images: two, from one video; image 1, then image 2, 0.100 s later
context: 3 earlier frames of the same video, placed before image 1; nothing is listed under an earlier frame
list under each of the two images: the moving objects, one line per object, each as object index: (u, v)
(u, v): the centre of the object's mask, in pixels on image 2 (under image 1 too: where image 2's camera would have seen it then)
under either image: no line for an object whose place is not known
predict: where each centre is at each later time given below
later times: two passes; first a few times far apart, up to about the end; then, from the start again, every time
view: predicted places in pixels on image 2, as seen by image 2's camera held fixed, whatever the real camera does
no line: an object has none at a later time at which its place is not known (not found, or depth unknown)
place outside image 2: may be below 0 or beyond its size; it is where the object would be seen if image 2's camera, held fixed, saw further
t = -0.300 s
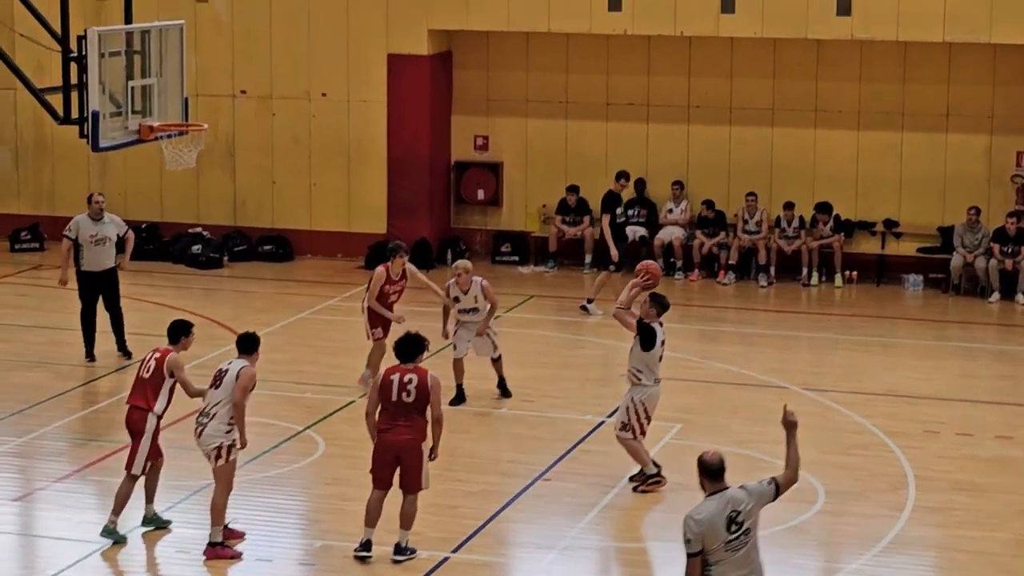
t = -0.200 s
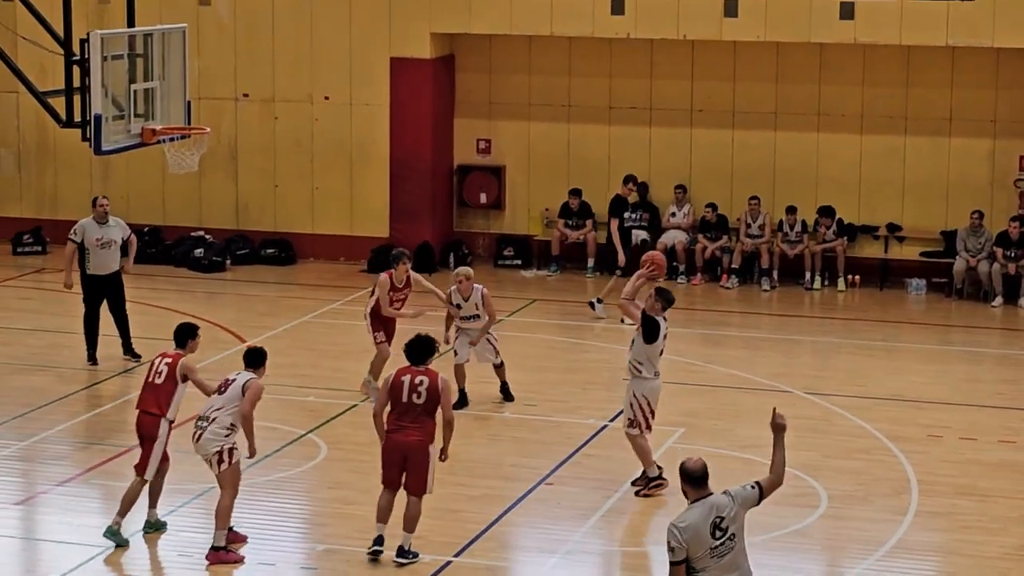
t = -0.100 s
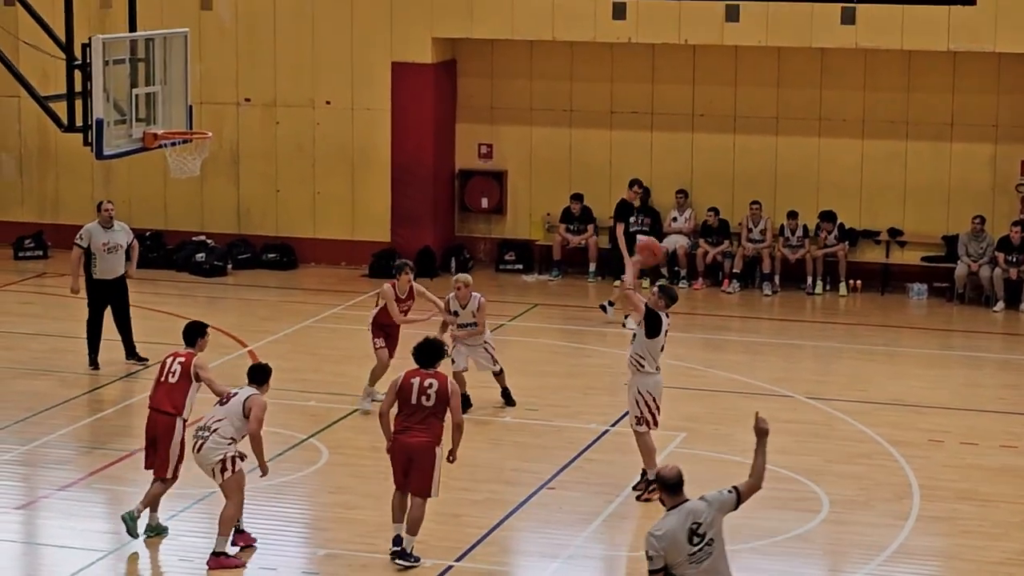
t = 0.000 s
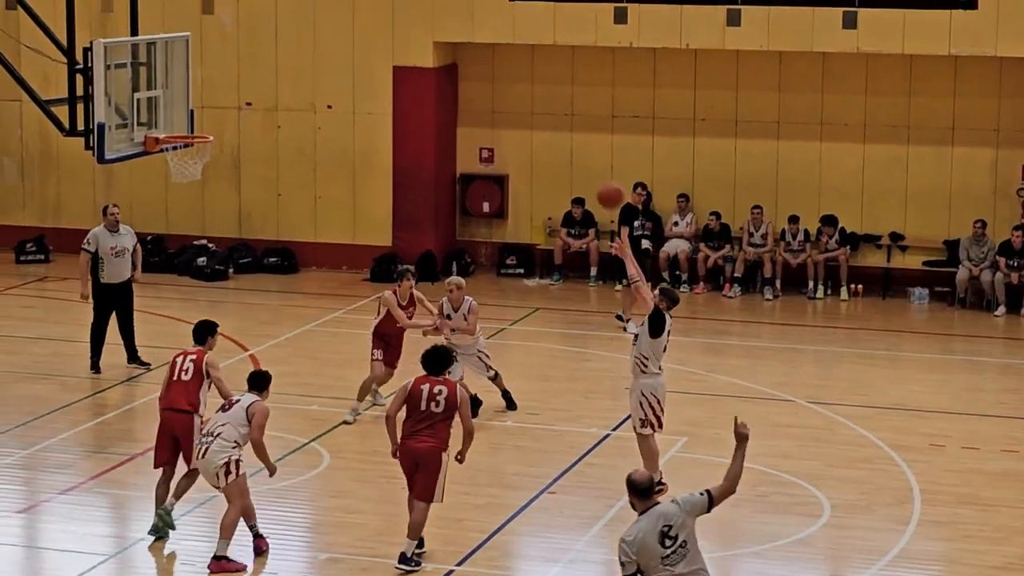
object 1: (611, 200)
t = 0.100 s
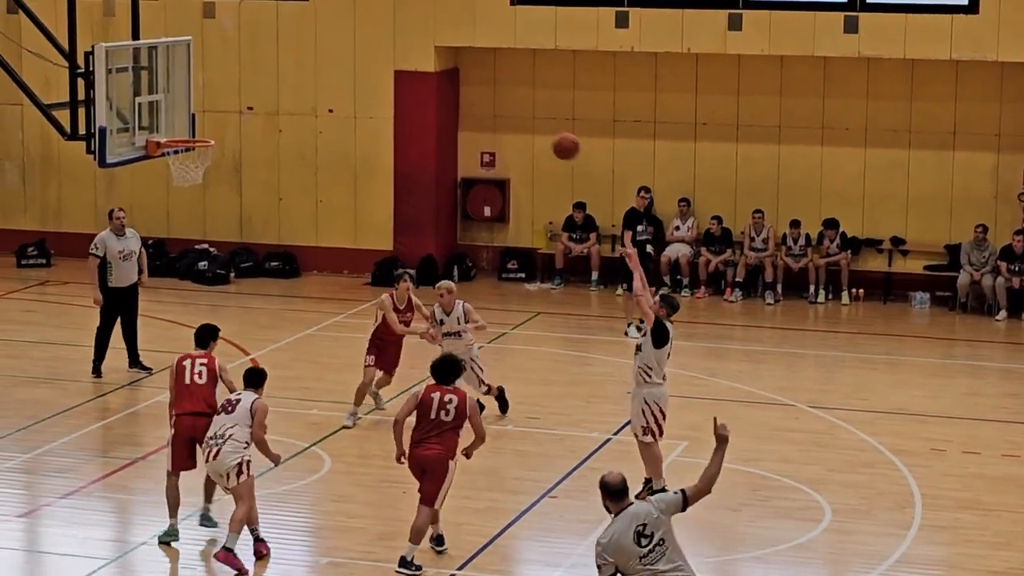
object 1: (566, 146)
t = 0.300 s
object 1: (475, 72)
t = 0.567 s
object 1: (359, 45)
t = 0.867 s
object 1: (237, 103)
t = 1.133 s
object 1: (171, 121)
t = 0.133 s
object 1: (550, 130)
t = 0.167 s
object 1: (535, 116)
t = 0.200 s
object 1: (520, 103)
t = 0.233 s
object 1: (505, 92)
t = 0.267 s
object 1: (491, 81)
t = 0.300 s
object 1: (475, 72)
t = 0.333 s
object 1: (460, 64)
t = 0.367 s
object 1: (446, 59)
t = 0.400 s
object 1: (431, 53)
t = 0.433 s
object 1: (416, 50)
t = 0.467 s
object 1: (402, 47)
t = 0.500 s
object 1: (388, 45)
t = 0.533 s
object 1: (373, 45)
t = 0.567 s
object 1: (359, 45)
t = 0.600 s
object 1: (345, 47)
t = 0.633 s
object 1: (331, 50)
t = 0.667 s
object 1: (317, 55)
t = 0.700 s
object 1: (304, 59)
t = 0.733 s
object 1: (290, 66)
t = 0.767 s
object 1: (276, 74)
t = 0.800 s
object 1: (263, 82)
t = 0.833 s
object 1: (249, 92)
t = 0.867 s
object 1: (237, 103)
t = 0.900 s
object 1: (223, 114)
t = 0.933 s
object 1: (210, 128)
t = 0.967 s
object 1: (200, 131)
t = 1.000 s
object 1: (191, 132)
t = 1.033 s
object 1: (180, 132)
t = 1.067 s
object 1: (176, 130)
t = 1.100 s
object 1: (173, 124)
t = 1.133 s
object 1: (171, 121)
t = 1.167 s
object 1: (168, 118)
